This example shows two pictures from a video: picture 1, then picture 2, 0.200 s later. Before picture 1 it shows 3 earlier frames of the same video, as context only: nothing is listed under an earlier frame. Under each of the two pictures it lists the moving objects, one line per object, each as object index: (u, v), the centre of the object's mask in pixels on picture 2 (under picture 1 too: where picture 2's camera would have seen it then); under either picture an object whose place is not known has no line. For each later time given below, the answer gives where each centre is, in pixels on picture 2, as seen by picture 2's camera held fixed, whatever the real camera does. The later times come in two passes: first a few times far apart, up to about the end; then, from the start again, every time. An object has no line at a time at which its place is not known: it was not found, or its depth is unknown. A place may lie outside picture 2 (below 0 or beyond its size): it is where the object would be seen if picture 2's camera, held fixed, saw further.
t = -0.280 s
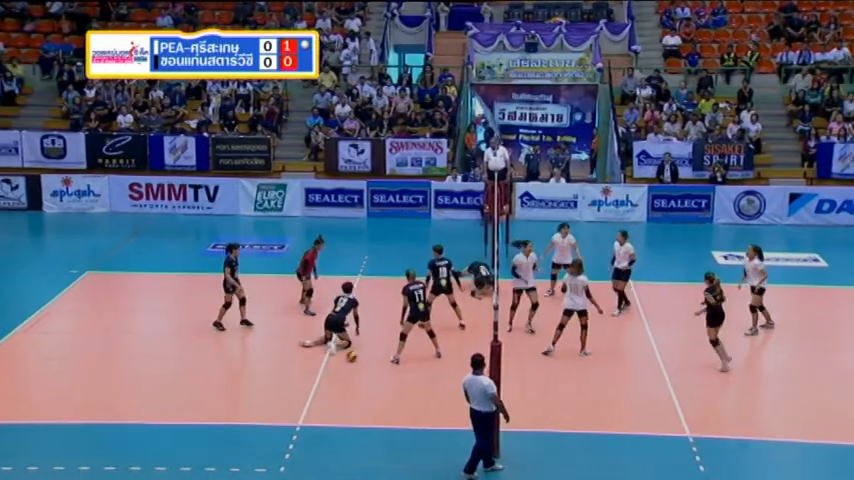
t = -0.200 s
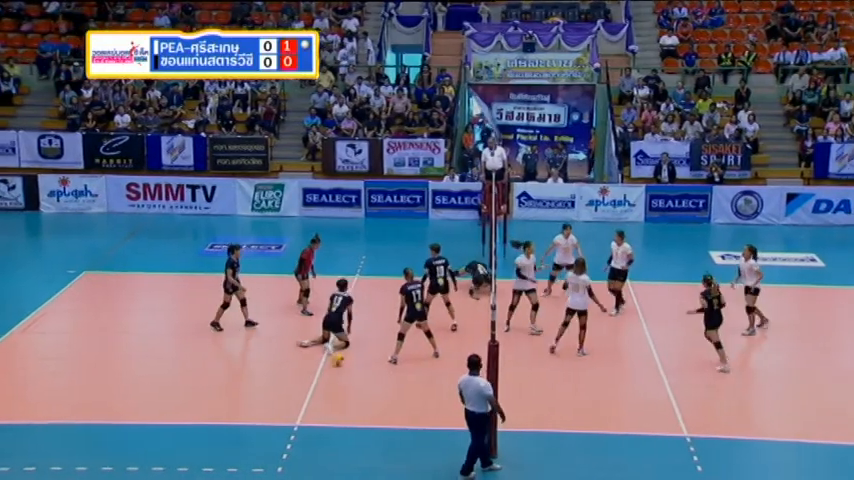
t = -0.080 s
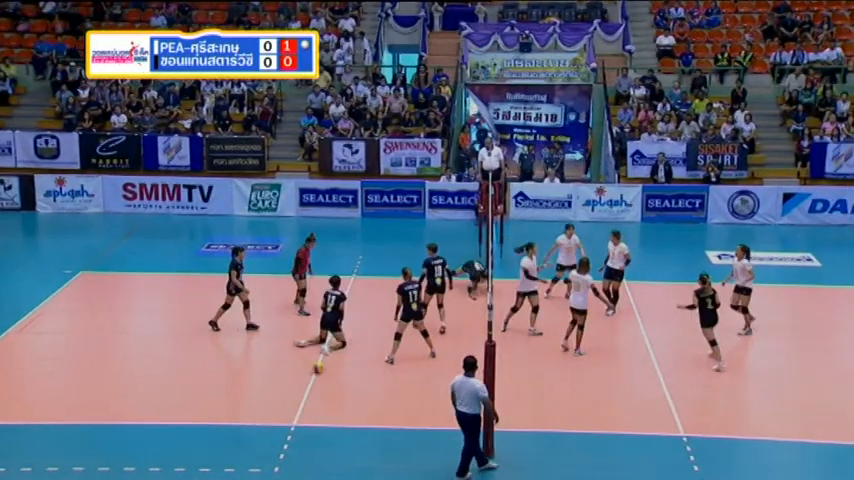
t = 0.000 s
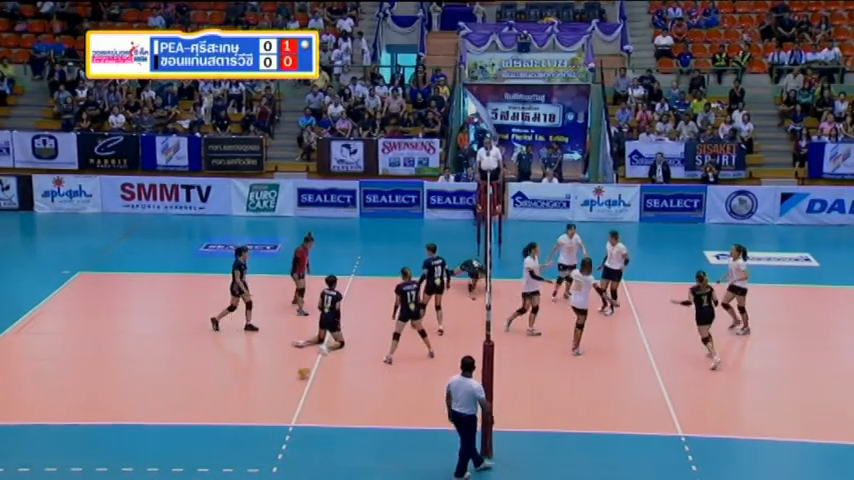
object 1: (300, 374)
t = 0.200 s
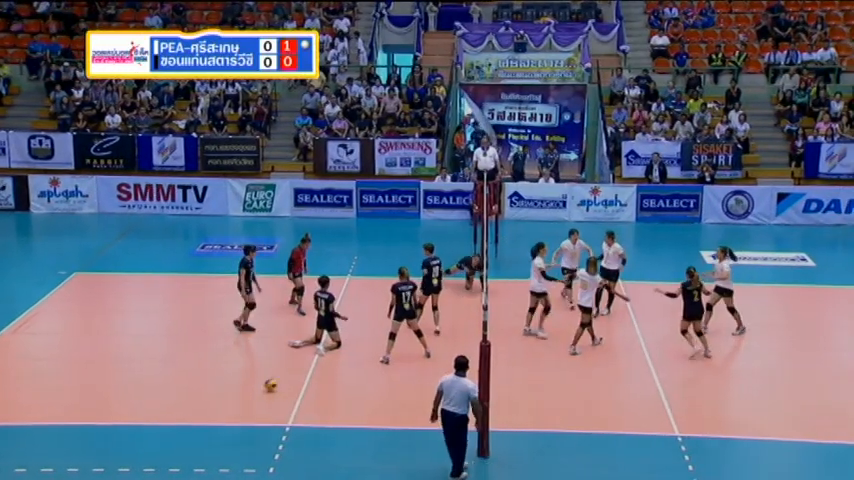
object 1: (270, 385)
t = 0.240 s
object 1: (265, 389)
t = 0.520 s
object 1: (220, 408)
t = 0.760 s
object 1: (181, 422)
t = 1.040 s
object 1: (133, 444)
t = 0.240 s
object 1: (265, 389)
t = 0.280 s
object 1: (258, 391)
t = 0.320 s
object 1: (252, 393)
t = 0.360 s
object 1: (246, 396)
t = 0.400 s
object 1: (240, 399)
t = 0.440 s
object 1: (234, 401)
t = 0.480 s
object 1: (226, 404)
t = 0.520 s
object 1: (220, 408)
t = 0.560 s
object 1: (214, 410)
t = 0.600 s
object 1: (208, 412)
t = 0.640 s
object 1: (201, 415)
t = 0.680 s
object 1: (194, 419)
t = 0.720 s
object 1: (188, 420)
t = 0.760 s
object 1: (181, 422)
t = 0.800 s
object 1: (174, 426)
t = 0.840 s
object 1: (168, 430)
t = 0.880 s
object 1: (161, 432)
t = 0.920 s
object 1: (154, 435)
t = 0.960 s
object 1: (148, 438)
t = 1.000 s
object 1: (140, 441)
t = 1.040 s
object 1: (133, 444)
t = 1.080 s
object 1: (126, 448)
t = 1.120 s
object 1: (119, 450)
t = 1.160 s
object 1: (113, 454)
